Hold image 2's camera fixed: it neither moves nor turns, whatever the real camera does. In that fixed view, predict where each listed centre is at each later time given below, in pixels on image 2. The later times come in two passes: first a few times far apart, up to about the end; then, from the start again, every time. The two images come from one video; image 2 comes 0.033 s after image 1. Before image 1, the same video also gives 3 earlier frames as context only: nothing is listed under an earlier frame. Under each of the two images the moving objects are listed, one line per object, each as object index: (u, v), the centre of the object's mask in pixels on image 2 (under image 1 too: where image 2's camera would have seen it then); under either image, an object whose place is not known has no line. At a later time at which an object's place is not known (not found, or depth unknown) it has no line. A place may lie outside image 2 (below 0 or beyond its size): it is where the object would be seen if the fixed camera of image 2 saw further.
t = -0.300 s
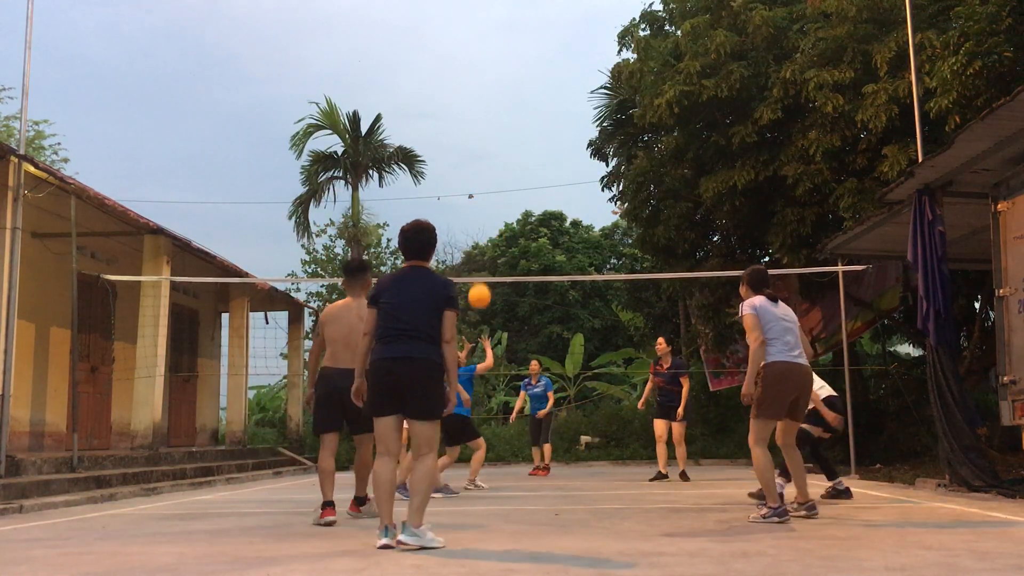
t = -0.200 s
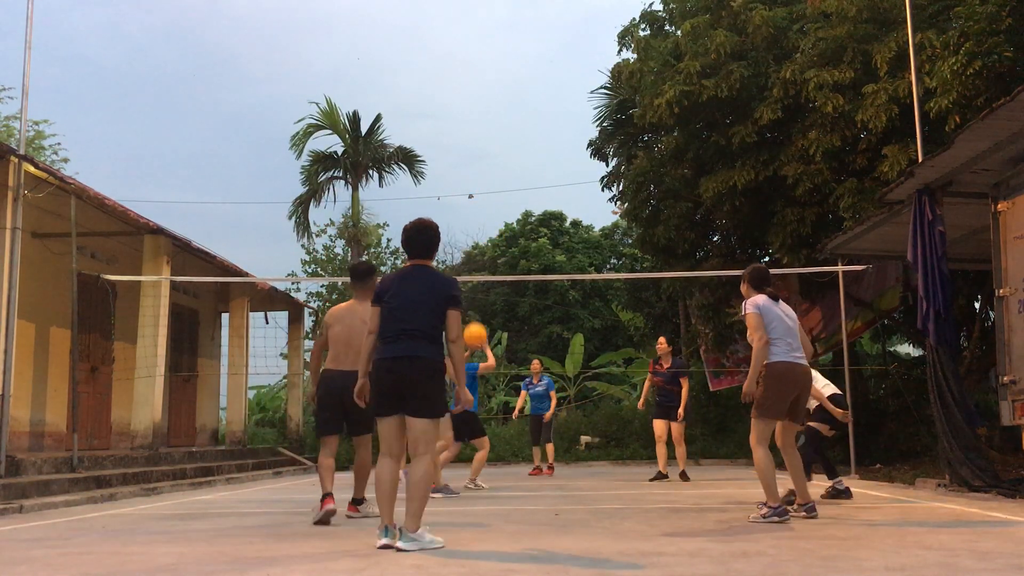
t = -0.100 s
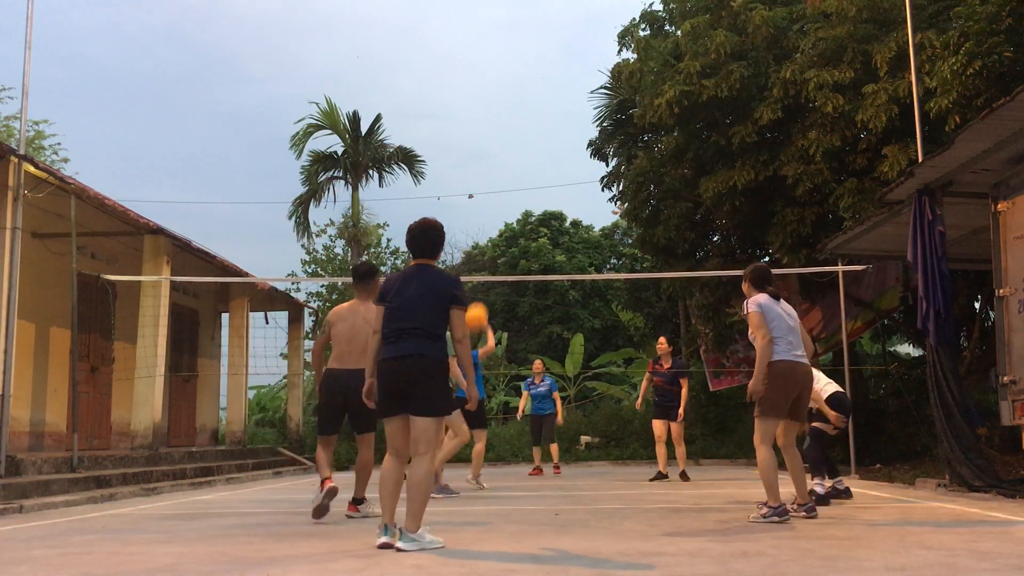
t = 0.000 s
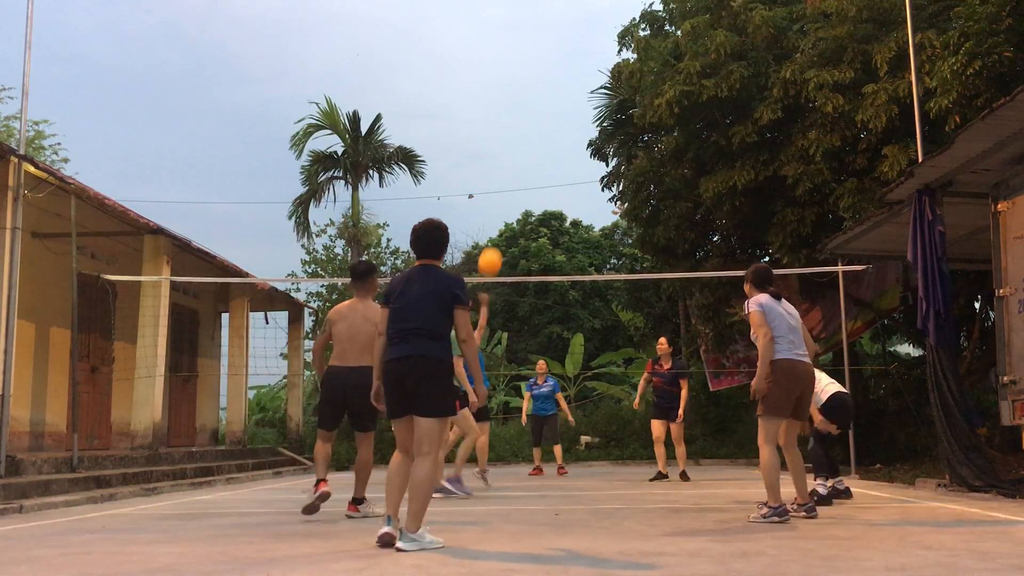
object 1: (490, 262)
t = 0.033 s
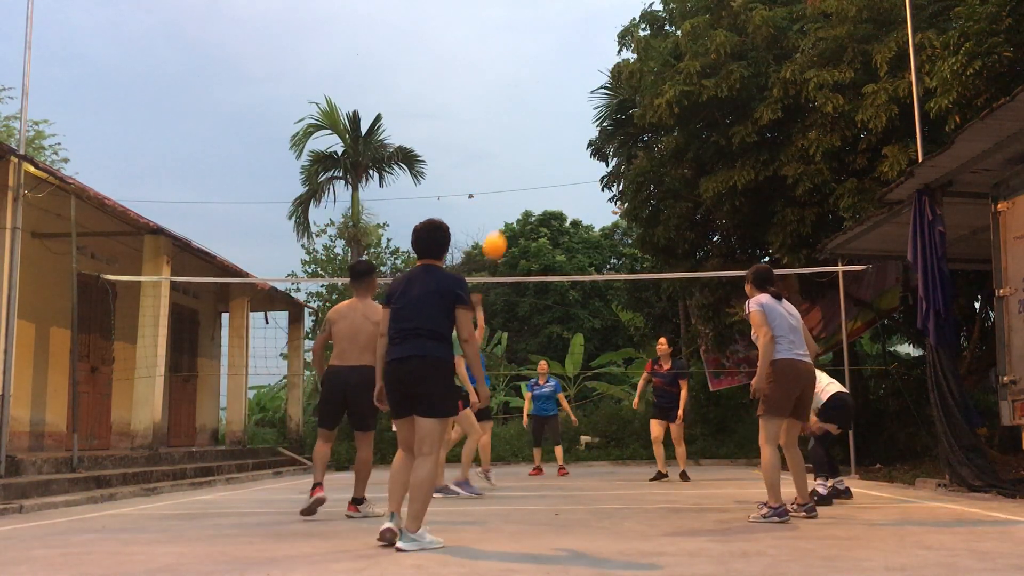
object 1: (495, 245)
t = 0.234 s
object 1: (521, 174)
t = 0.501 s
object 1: (556, 139)
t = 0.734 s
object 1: (586, 159)
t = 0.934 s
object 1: (613, 215)
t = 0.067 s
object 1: (499, 232)
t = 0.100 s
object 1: (504, 217)
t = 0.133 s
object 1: (508, 204)
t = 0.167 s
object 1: (513, 193)
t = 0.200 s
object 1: (517, 183)
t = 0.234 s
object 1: (521, 174)
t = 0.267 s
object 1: (526, 166)
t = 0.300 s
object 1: (530, 159)
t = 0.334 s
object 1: (534, 153)
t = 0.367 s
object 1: (539, 148)
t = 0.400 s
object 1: (543, 144)
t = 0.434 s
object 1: (547, 141)
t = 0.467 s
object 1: (551, 140)
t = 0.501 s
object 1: (556, 139)
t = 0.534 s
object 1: (560, 138)
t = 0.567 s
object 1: (564, 139)
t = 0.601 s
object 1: (569, 141)
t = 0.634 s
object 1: (573, 144)
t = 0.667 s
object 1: (577, 148)
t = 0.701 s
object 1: (582, 153)
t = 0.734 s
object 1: (586, 159)
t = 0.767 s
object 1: (590, 165)
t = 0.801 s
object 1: (595, 173)
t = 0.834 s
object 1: (599, 182)
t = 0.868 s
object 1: (604, 192)
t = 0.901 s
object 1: (608, 203)
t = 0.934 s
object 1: (613, 215)
